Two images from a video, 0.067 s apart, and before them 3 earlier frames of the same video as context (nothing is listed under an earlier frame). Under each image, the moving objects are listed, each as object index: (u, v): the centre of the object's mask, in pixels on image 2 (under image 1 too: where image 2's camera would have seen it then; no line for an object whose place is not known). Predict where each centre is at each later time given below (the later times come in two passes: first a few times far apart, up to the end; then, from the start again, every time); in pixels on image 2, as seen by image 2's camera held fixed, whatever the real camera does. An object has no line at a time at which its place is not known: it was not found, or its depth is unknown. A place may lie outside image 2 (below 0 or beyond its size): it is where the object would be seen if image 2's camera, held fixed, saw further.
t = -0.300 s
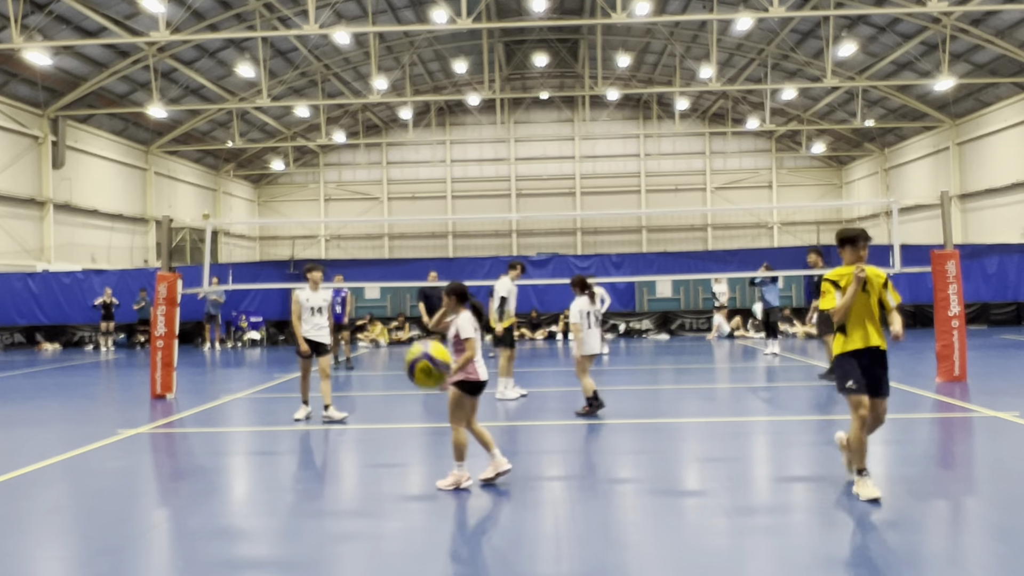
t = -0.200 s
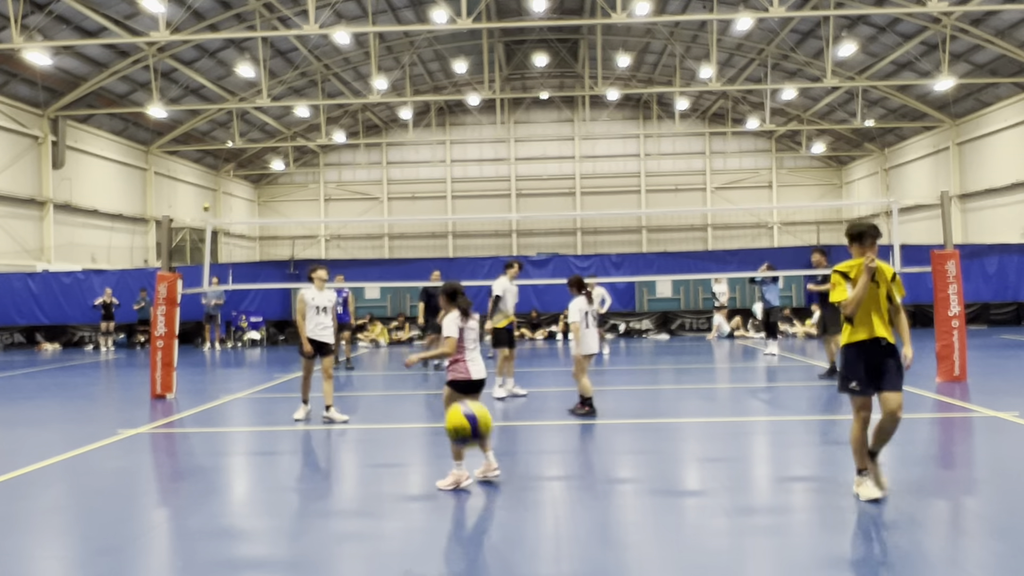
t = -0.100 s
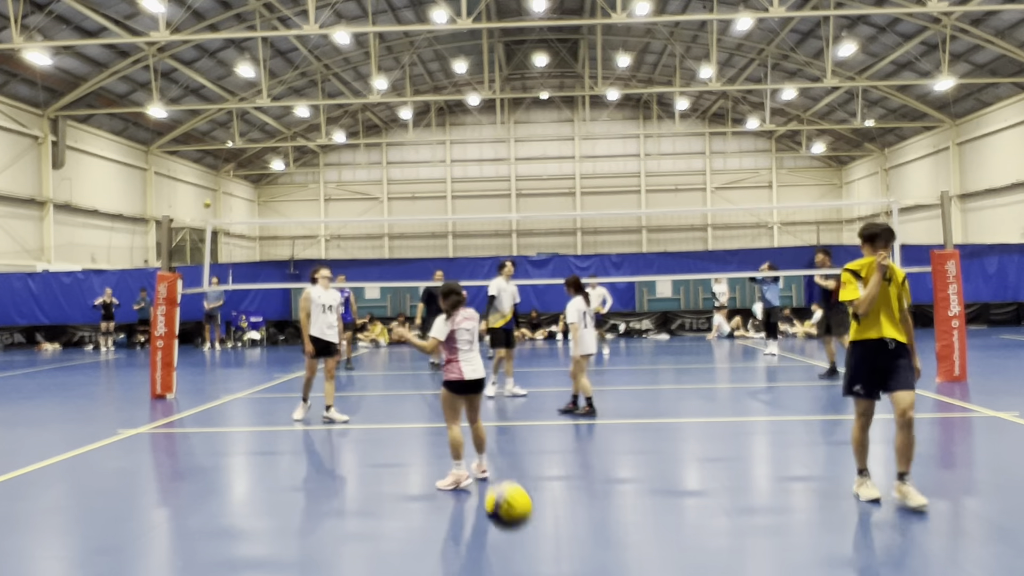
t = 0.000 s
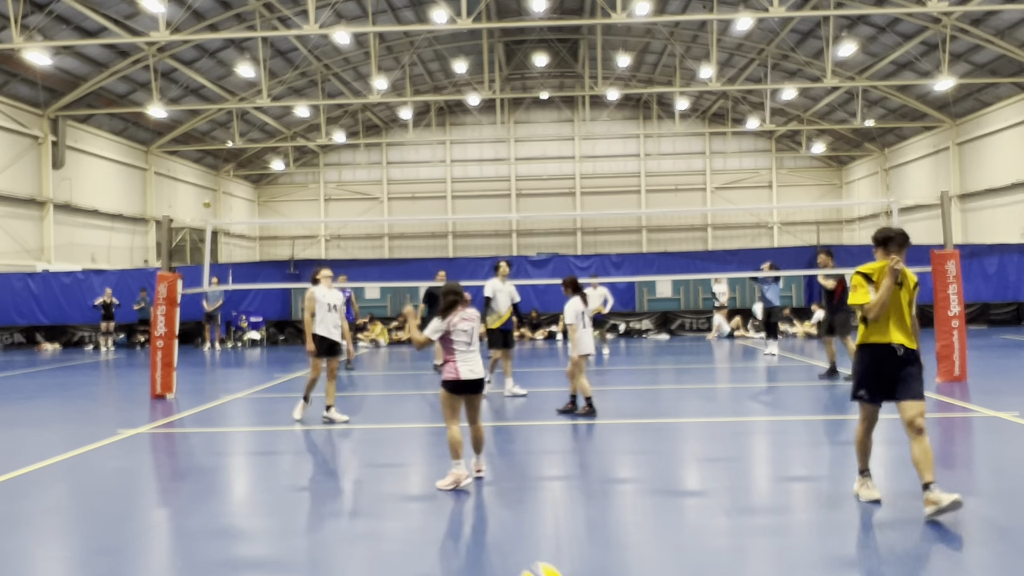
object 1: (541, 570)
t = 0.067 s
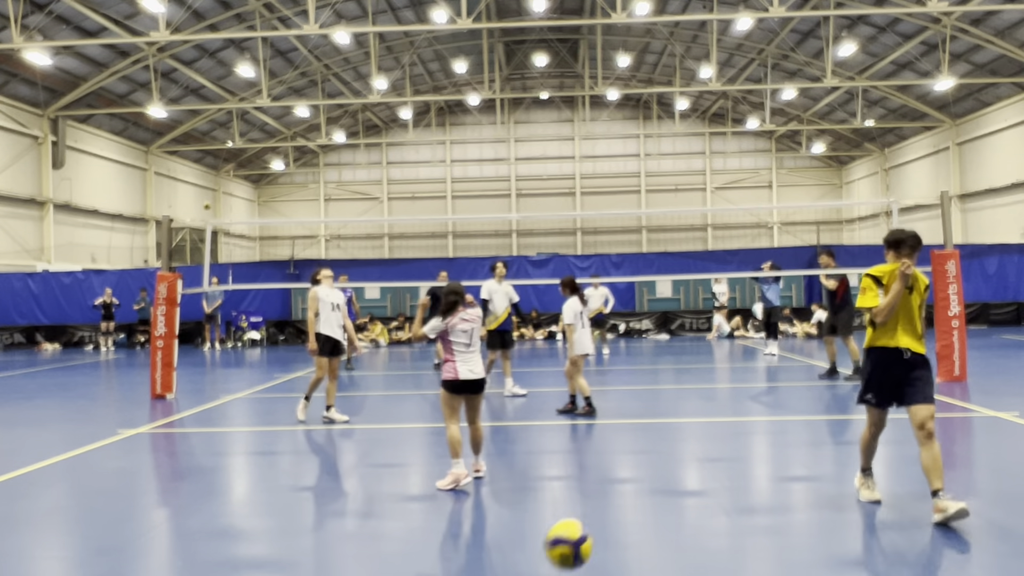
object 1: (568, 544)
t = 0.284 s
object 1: (651, 432)
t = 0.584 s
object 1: (770, 448)
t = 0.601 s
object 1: (777, 455)
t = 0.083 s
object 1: (574, 532)
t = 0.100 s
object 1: (581, 520)
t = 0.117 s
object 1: (588, 510)
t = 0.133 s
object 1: (593, 499)
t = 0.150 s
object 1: (600, 490)
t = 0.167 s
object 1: (606, 480)
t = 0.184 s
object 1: (612, 471)
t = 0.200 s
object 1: (619, 463)
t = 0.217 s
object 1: (626, 456)
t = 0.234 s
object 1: (632, 449)
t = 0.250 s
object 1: (638, 443)
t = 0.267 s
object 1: (645, 438)
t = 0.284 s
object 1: (651, 432)
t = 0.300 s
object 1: (657, 428)
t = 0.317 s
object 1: (664, 424)
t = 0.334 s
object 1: (671, 421)
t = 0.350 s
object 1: (677, 418)
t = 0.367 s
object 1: (684, 417)
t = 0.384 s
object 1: (690, 415)
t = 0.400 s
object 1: (697, 415)
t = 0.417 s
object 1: (703, 414)
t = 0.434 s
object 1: (709, 415)
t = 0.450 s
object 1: (717, 416)
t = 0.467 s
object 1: (723, 418)
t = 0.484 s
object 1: (730, 420)
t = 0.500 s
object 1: (736, 423)
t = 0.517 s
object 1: (743, 427)
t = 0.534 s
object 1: (750, 431)
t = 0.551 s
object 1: (756, 436)
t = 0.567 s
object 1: (763, 442)
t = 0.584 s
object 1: (770, 448)
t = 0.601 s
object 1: (777, 455)
